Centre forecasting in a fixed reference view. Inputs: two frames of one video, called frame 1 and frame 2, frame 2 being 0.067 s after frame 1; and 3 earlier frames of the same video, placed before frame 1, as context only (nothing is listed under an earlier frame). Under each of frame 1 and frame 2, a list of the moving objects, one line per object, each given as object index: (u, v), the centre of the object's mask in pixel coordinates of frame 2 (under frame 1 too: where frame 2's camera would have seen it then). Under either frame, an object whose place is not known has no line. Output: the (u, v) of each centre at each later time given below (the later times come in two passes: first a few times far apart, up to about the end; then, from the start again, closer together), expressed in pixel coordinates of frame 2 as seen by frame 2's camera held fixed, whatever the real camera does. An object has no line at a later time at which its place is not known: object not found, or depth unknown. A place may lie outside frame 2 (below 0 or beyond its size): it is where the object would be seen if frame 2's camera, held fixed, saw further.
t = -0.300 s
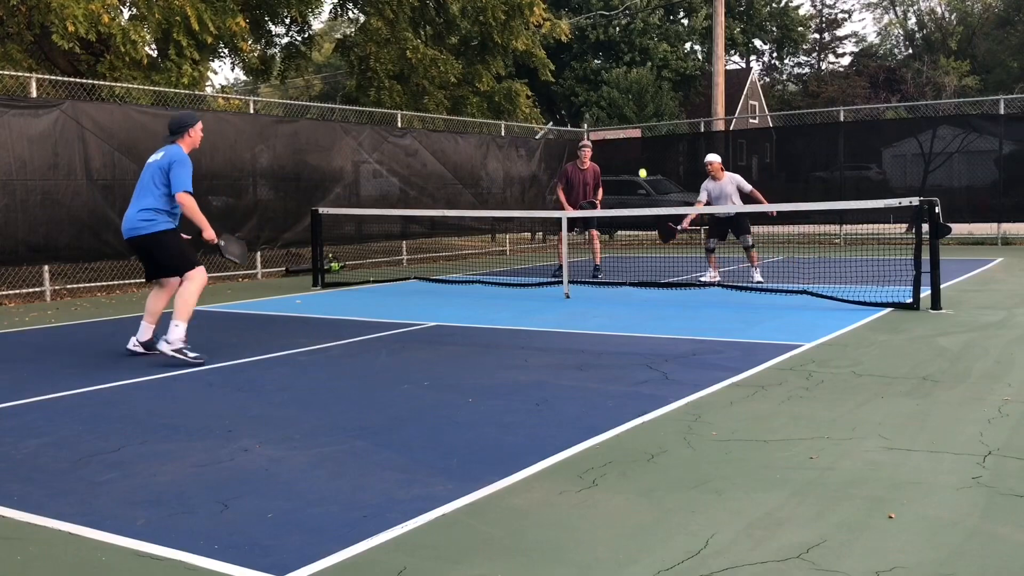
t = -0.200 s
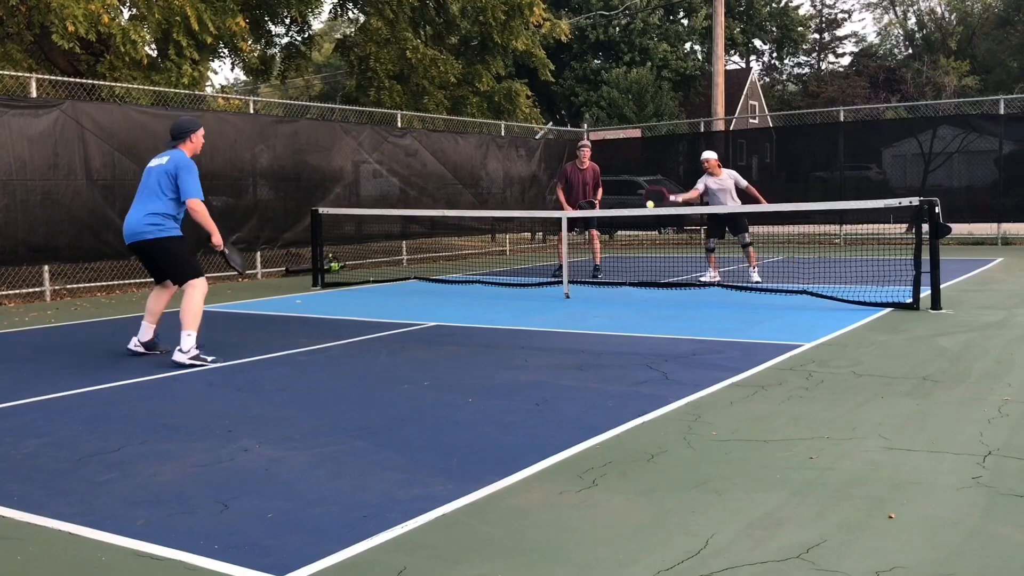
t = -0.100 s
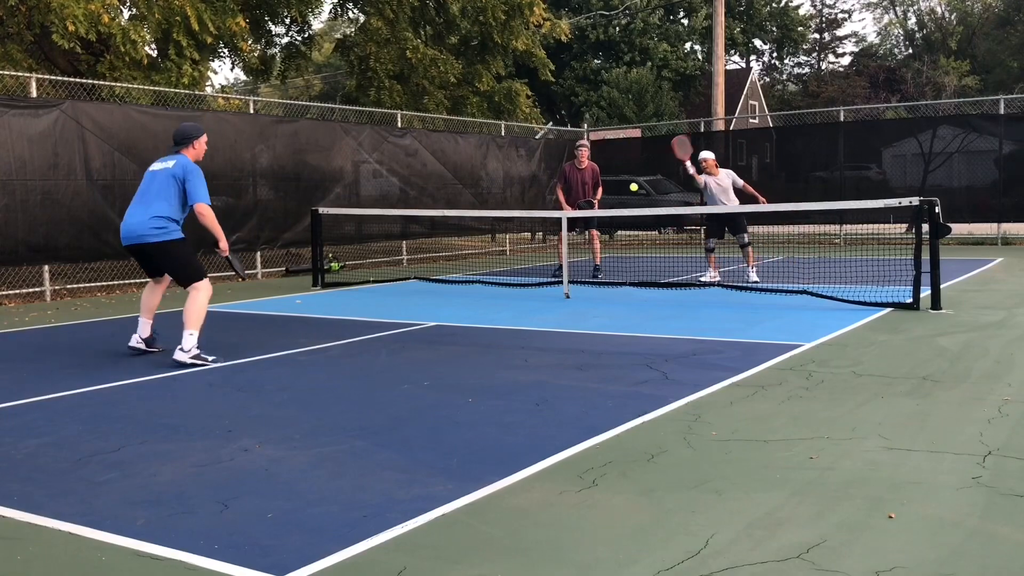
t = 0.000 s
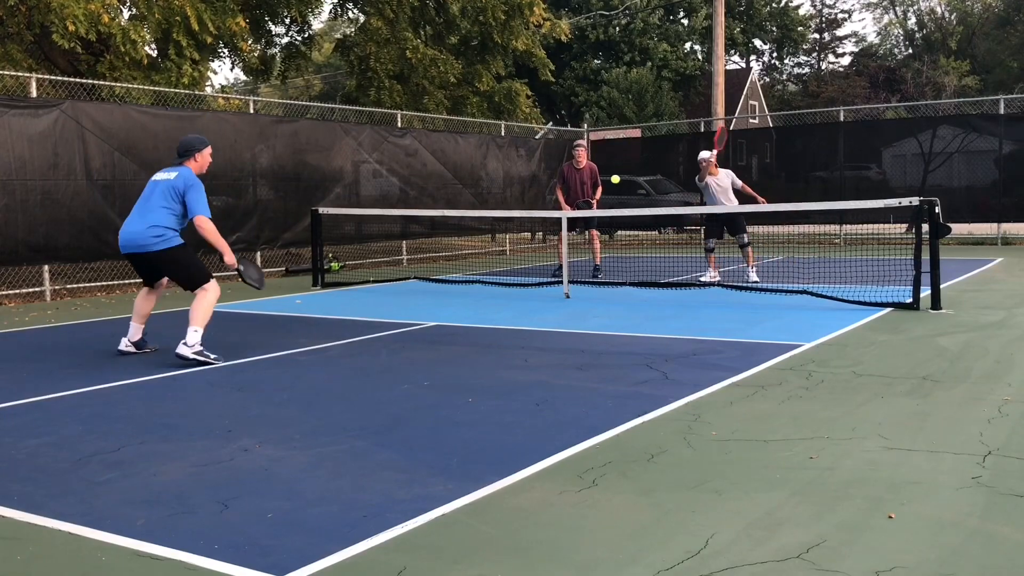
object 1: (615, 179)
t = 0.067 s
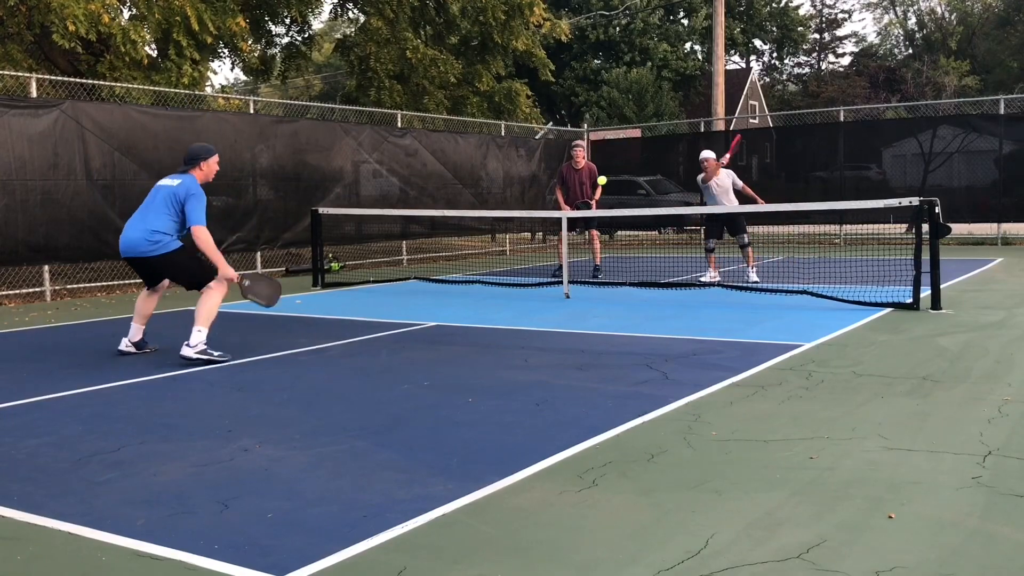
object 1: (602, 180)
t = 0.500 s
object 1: (479, 347)
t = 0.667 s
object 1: (409, 301)
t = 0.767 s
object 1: (355, 298)
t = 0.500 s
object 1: (479, 347)
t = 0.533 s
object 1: (467, 335)
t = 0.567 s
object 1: (454, 324)
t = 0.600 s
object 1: (439, 314)
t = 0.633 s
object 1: (425, 307)
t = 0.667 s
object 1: (409, 301)
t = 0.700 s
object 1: (392, 298)
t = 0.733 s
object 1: (374, 297)
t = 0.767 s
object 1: (355, 298)
